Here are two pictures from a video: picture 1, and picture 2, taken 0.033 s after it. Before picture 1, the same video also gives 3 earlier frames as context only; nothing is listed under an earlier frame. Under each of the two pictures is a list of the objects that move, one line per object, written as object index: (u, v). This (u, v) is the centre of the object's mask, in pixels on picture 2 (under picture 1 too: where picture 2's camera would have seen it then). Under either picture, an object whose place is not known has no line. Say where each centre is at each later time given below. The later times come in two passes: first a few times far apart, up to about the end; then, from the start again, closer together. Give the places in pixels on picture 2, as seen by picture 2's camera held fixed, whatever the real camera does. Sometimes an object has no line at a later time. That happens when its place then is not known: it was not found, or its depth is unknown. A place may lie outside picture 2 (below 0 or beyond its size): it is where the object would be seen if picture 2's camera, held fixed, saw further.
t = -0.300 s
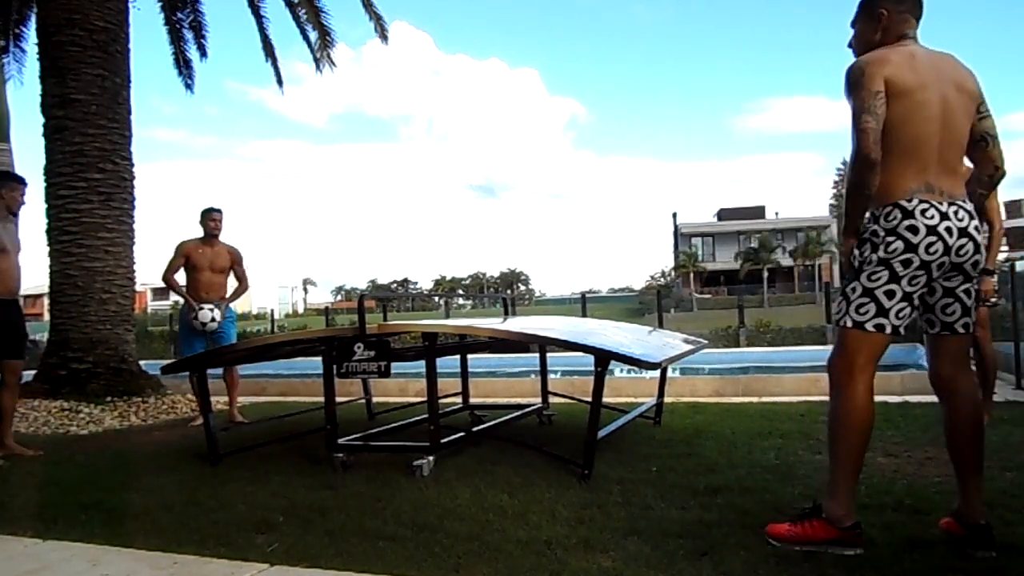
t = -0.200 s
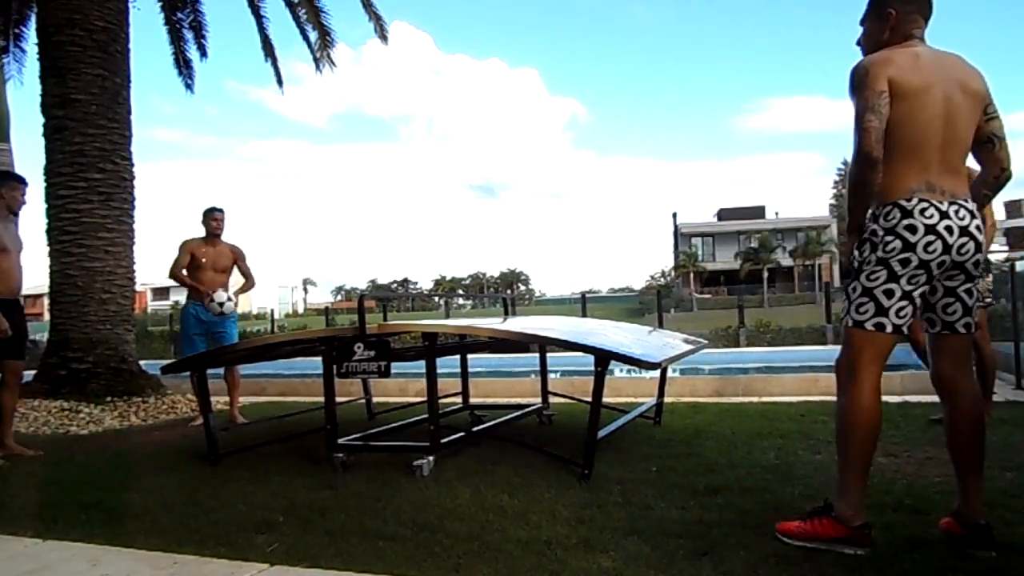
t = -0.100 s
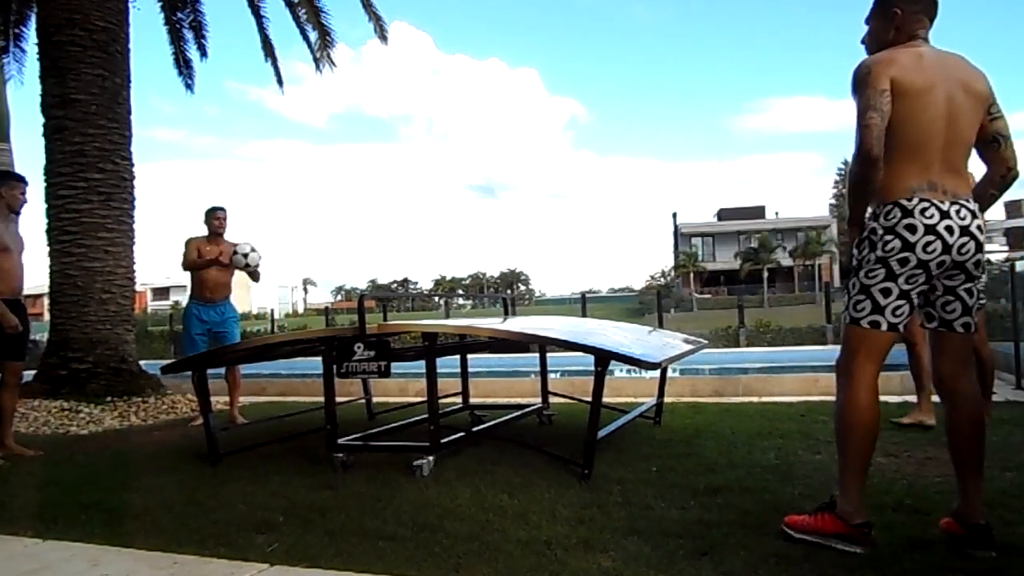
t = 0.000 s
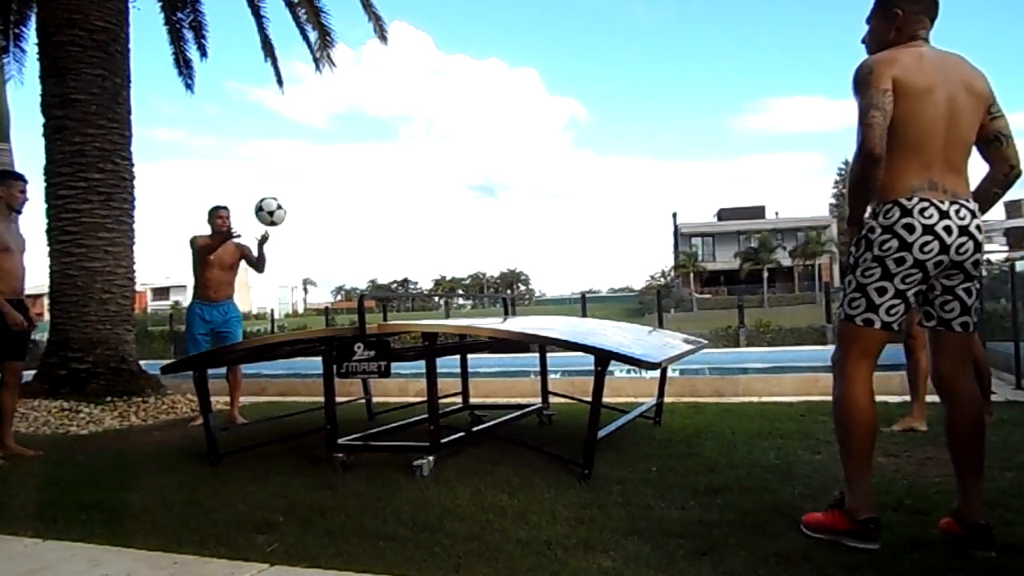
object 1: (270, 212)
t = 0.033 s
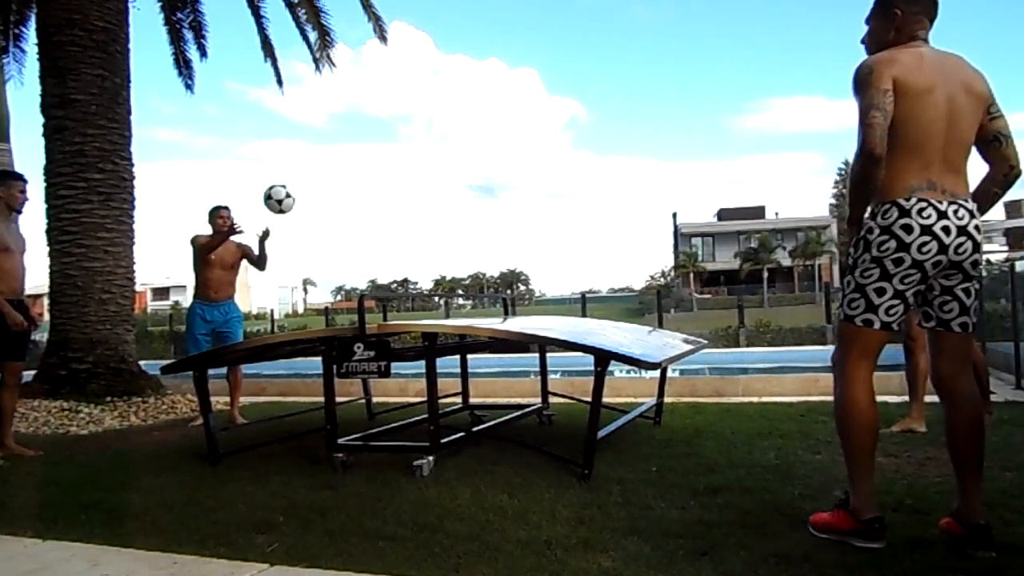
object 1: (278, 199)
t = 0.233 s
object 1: (339, 152)
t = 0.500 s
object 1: (440, 185)
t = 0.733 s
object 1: (548, 293)
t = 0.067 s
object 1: (288, 188)
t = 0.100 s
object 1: (298, 178)
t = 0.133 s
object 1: (308, 169)
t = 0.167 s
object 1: (318, 162)
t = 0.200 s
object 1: (328, 156)
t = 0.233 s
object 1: (339, 152)
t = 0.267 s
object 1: (350, 150)
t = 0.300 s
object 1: (362, 149)
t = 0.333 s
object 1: (374, 150)
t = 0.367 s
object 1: (386, 153)
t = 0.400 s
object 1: (399, 158)
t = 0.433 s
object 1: (412, 165)
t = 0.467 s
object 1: (426, 174)
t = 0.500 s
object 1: (440, 185)
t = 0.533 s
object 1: (455, 199)
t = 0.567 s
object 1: (470, 215)
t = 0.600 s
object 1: (485, 234)
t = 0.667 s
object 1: (518, 279)
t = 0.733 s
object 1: (548, 293)
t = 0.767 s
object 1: (562, 278)
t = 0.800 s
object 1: (577, 264)
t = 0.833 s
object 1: (592, 252)
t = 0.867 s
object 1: (608, 240)
